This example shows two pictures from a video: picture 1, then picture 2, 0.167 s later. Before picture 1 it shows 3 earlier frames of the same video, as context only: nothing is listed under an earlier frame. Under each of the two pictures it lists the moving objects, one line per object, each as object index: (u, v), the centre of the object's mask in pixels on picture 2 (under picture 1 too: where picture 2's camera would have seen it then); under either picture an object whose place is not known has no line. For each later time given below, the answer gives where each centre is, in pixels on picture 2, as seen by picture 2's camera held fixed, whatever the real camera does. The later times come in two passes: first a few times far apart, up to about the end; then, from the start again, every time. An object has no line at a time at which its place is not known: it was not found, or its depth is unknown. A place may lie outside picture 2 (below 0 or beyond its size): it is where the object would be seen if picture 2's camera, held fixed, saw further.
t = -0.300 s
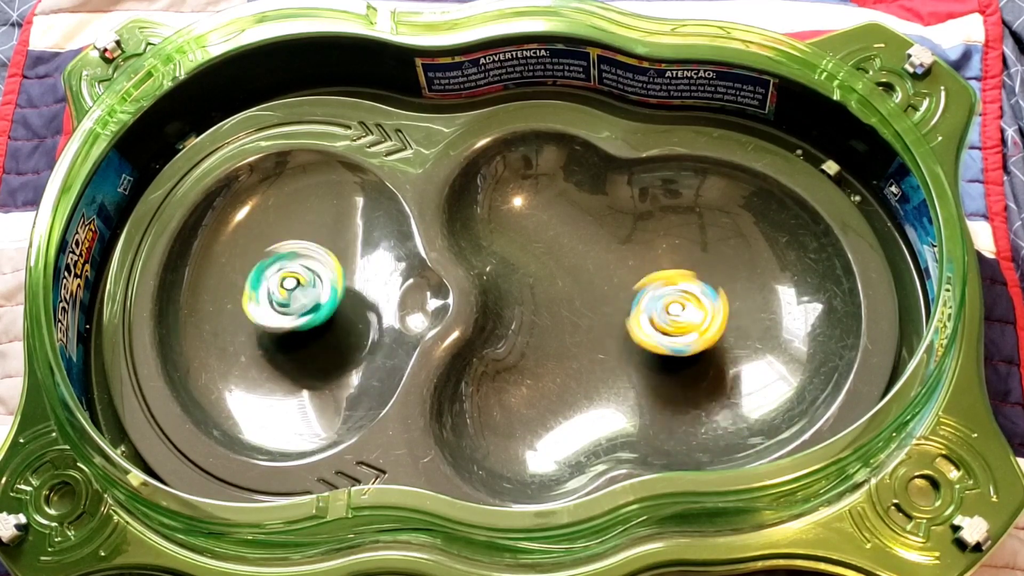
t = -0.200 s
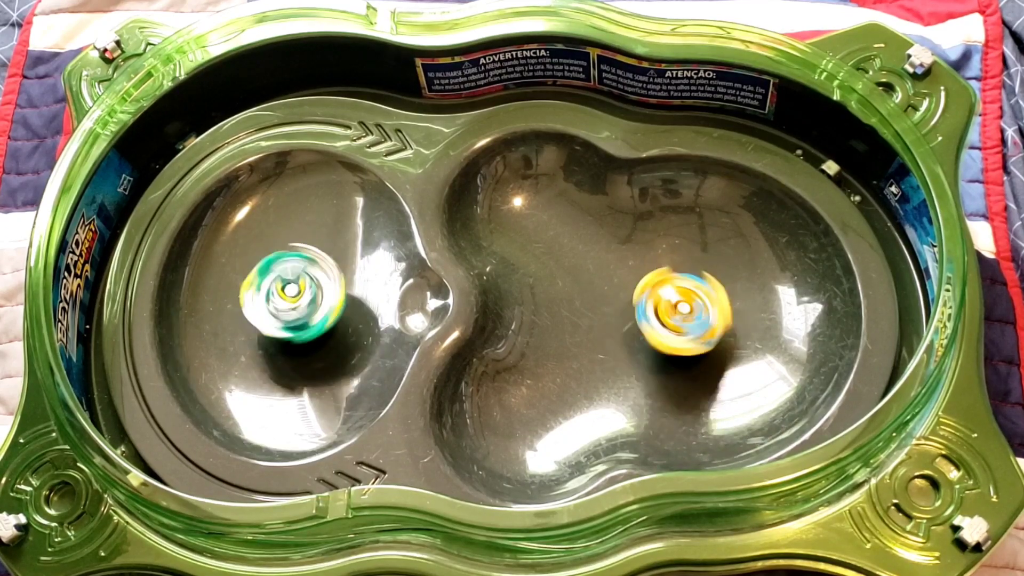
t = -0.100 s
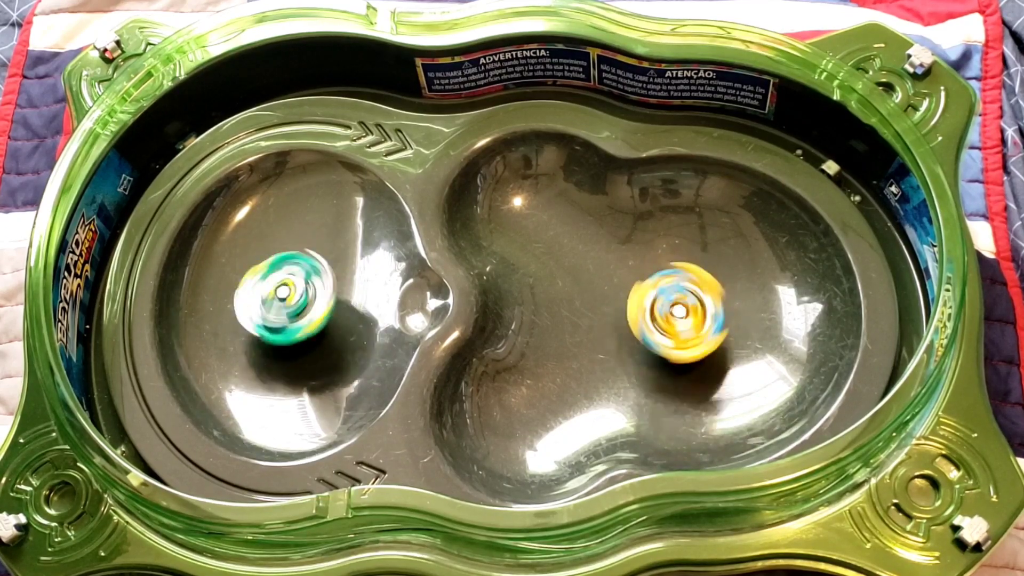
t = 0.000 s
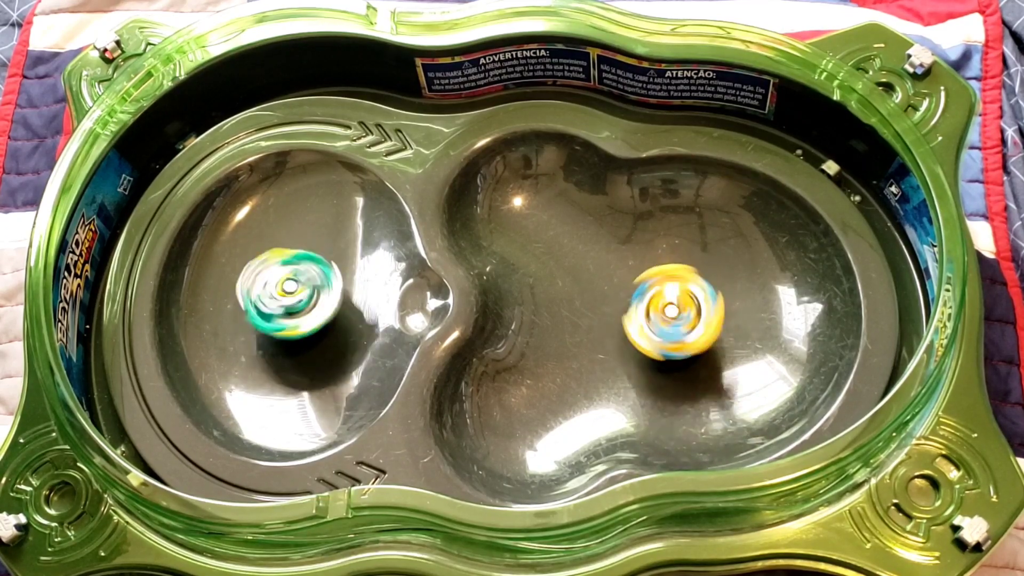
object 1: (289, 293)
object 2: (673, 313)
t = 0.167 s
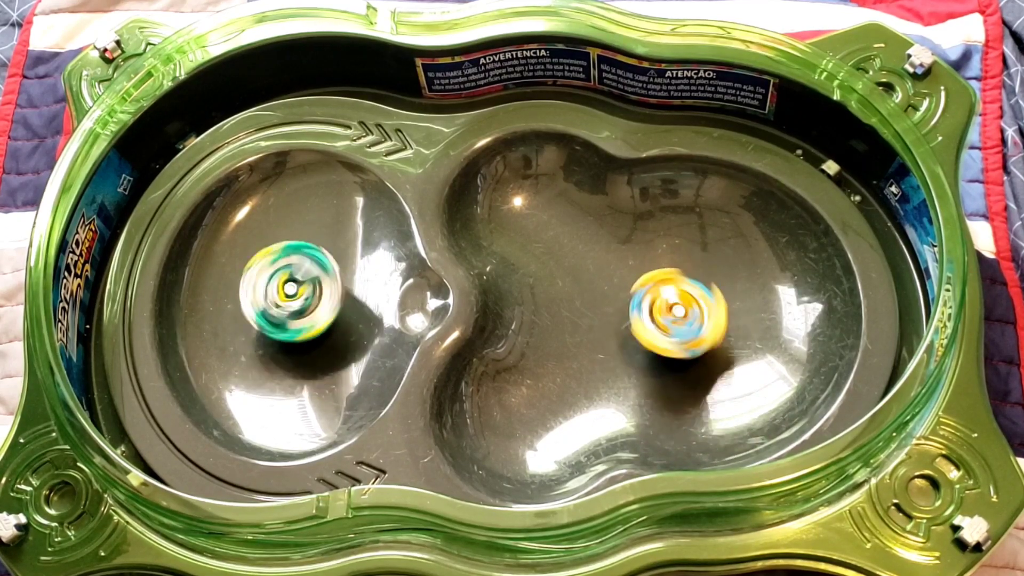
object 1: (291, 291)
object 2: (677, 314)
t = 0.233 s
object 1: (293, 292)
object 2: (675, 319)
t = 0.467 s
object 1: (292, 296)
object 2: (679, 319)
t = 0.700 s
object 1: (295, 289)
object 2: (675, 316)
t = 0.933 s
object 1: (297, 290)
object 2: (687, 319)
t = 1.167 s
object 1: (296, 298)
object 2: (684, 331)
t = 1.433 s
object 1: (298, 284)
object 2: (660, 328)
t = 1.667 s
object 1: (293, 285)
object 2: (648, 298)
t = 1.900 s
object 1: (288, 288)
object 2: (651, 279)
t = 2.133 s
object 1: (282, 289)
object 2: (643, 290)
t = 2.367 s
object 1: (284, 290)
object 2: (639, 292)
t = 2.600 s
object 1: (289, 293)
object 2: (651, 281)
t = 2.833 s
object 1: (290, 299)
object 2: (645, 289)
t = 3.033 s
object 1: (288, 299)
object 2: (637, 293)
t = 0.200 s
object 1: (292, 290)
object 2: (676, 317)
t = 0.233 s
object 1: (293, 292)
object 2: (675, 319)
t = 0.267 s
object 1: (292, 293)
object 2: (674, 321)
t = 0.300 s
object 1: (294, 292)
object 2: (673, 322)
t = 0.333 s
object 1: (294, 295)
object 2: (672, 322)
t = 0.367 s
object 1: (293, 295)
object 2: (672, 321)
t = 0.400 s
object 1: (295, 295)
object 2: (673, 319)
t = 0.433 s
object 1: (293, 296)
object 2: (675, 318)
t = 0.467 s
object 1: (292, 296)
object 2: (679, 319)
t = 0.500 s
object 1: (295, 295)
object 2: (681, 321)
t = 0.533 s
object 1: (293, 297)
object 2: (681, 323)
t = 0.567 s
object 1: (293, 295)
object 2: (680, 325)
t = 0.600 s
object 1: (297, 294)
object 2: (678, 324)
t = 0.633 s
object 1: (295, 294)
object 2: (676, 322)
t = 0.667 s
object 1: (294, 290)
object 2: (676, 319)
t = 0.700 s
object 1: (295, 289)
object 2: (675, 316)
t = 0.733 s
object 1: (295, 288)
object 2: (675, 313)
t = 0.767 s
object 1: (297, 287)
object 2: (677, 311)
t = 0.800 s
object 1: (298, 288)
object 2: (679, 310)
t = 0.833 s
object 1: (298, 287)
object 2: (682, 309)
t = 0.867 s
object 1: (301, 287)
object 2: (685, 311)
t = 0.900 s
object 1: (299, 290)
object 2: (686, 314)
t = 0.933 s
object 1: (297, 290)
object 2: (687, 319)
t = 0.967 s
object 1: (297, 291)
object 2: (686, 326)
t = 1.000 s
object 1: (295, 293)
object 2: (683, 330)
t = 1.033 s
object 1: (297, 293)
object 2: (682, 331)
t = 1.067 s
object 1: (301, 295)
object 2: (681, 331)
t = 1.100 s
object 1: (298, 299)
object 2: (682, 331)
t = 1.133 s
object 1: (296, 299)
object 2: (682, 330)
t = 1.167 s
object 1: (296, 298)
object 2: (684, 331)
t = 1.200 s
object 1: (292, 298)
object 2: (683, 331)
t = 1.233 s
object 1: (293, 293)
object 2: (683, 332)
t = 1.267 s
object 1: (298, 292)
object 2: (681, 333)
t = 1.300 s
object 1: (298, 292)
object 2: (678, 333)
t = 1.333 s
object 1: (300, 289)
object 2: (675, 333)
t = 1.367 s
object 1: (301, 289)
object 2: (670, 332)
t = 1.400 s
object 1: (298, 287)
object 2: (665, 330)
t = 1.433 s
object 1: (298, 284)
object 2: (660, 328)
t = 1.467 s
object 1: (299, 284)
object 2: (657, 324)
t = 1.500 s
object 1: (298, 284)
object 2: (653, 321)
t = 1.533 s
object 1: (298, 283)
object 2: (650, 317)
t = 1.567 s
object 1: (298, 285)
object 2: (648, 312)
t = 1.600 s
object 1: (294, 285)
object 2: (647, 307)
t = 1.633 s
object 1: (293, 284)
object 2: (647, 302)
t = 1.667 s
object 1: (293, 285)
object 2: (648, 298)
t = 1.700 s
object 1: (290, 288)
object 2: (648, 294)
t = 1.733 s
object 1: (291, 288)
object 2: (648, 290)
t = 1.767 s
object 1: (291, 289)
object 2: (649, 287)
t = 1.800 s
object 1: (288, 289)
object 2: (649, 284)
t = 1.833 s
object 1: (290, 285)
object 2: (650, 281)
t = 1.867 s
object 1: (292, 286)
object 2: (651, 280)
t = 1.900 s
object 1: (288, 288)
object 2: (651, 279)
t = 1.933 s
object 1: (286, 287)
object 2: (651, 279)
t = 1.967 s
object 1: (285, 287)
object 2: (651, 280)
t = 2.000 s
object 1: (283, 287)
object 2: (650, 282)
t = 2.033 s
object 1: (284, 286)
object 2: (649, 284)
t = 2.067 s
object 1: (285, 287)
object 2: (648, 286)
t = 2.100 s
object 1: (283, 290)
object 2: (645, 288)
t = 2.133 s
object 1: (282, 289)
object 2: (643, 290)
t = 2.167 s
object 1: (282, 291)
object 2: (641, 291)
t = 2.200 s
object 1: (280, 293)
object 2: (639, 292)
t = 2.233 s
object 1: (280, 291)
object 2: (637, 293)
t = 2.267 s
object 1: (283, 290)
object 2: (636, 293)
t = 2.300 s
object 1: (283, 291)
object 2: (636, 293)
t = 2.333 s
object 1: (281, 290)
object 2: (637, 293)
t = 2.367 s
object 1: (284, 290)
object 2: (639, 292)
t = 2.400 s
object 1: (284, 292)
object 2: (641, 291)
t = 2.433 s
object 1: (283, 291)
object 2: (643, 290)
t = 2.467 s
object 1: (284, 291)
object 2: (646, 288)
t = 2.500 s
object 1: (285, 292)
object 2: (648, 286)
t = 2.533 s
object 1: (285, 292)
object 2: (649, 284)
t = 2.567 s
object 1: (287, 291)
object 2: (650, 282)
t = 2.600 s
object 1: (289, 293)
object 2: (651, 281)
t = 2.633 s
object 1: (287, 295)
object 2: (651, 280)
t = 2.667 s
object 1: (288, 294)
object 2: (651, 281)
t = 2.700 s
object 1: (290, 296)
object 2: (651, 282)
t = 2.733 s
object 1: (289, 299)
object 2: (650, 283)
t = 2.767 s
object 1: (286, 300)
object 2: (649, 285)
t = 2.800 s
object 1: (288, 299)
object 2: (647, 287)
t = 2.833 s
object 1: (290, 299)
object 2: (645, 289)
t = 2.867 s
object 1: (288, 300)
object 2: (643, 290)
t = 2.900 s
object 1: (287, 299)
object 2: (641, 292)
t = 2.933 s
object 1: (289, 297)
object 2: (639, 293)
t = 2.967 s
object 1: (289, 298)
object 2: (638, 293)
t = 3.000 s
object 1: (287, 300)
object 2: (637, 293)
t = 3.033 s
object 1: (288, 299)
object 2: (637, 293)
